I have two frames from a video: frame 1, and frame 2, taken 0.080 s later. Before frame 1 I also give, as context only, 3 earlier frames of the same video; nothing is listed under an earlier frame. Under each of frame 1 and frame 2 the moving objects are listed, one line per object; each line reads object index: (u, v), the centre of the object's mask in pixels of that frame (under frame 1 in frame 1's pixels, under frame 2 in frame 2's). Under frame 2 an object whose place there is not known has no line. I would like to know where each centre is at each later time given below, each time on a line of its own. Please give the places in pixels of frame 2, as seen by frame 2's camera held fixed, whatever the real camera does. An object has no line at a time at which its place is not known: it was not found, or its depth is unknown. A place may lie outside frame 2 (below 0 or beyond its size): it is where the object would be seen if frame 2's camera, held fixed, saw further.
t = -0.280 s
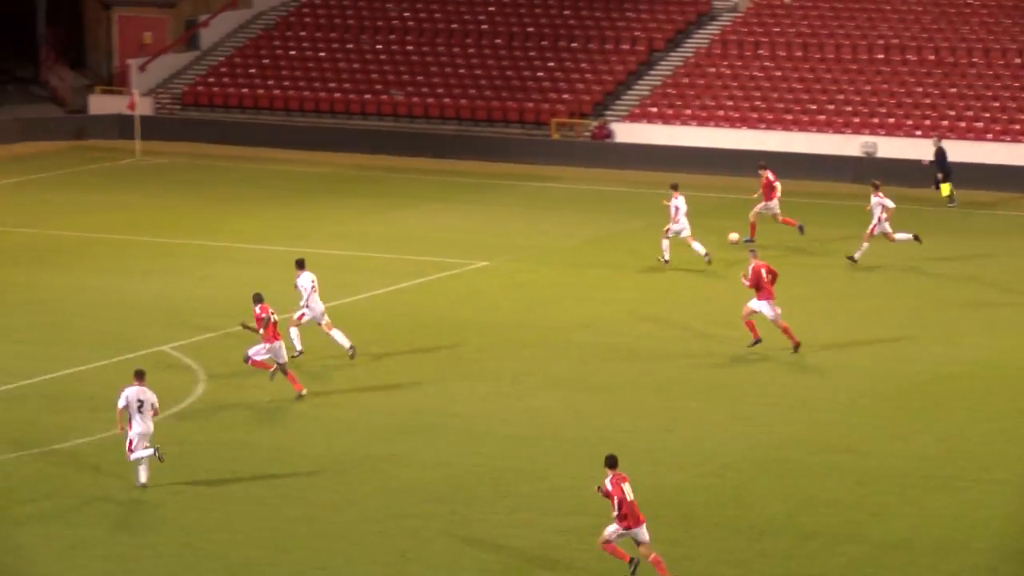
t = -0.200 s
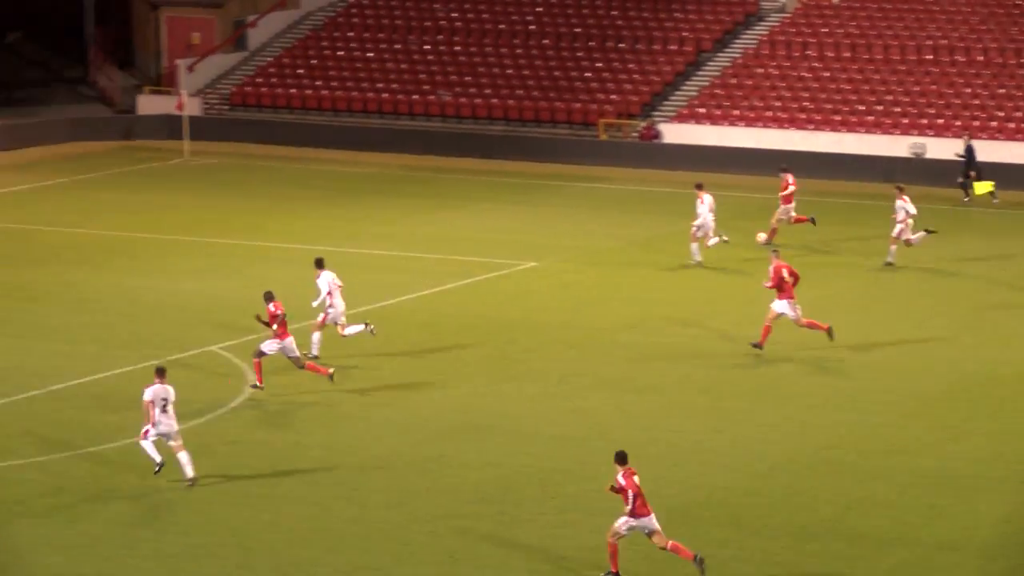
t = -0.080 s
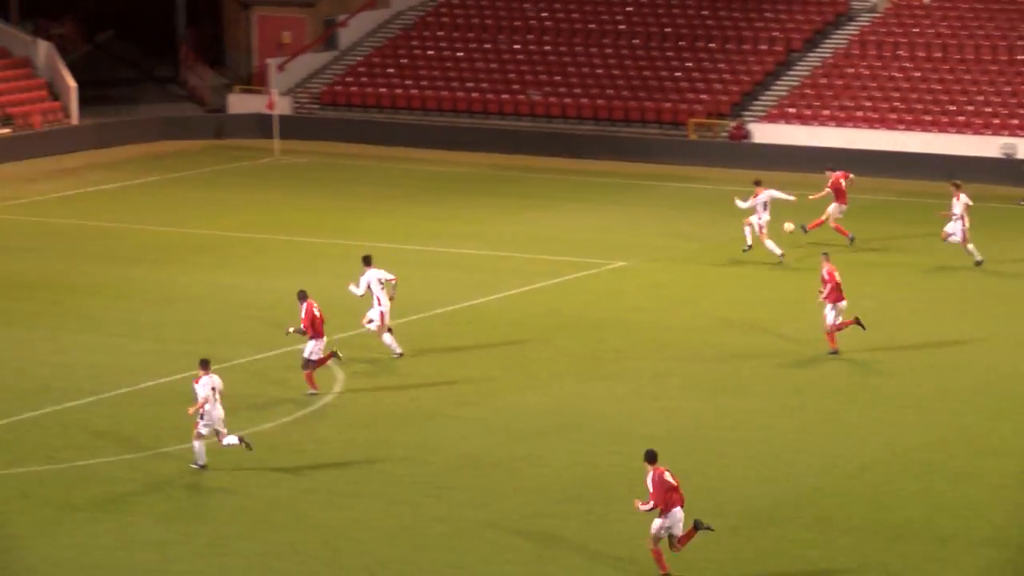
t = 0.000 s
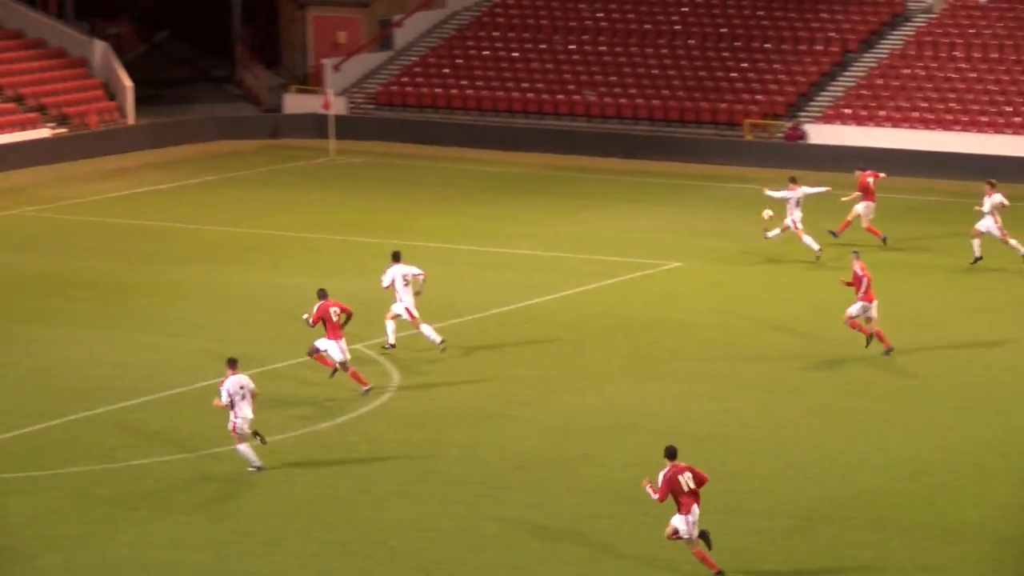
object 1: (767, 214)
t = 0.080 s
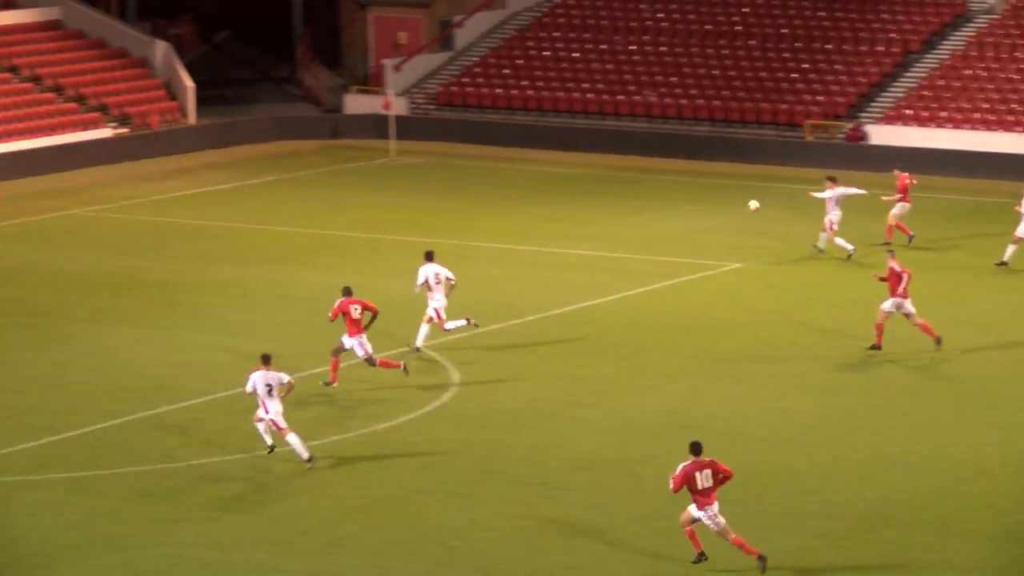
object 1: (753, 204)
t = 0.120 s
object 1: (719, 200)
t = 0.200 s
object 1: (653, 197)
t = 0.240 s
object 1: (619, 196)
